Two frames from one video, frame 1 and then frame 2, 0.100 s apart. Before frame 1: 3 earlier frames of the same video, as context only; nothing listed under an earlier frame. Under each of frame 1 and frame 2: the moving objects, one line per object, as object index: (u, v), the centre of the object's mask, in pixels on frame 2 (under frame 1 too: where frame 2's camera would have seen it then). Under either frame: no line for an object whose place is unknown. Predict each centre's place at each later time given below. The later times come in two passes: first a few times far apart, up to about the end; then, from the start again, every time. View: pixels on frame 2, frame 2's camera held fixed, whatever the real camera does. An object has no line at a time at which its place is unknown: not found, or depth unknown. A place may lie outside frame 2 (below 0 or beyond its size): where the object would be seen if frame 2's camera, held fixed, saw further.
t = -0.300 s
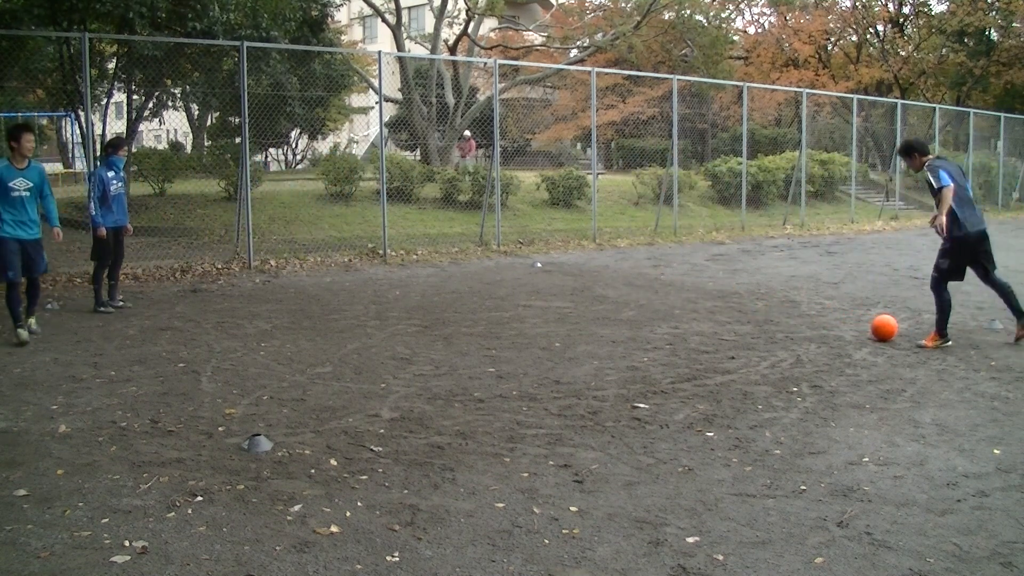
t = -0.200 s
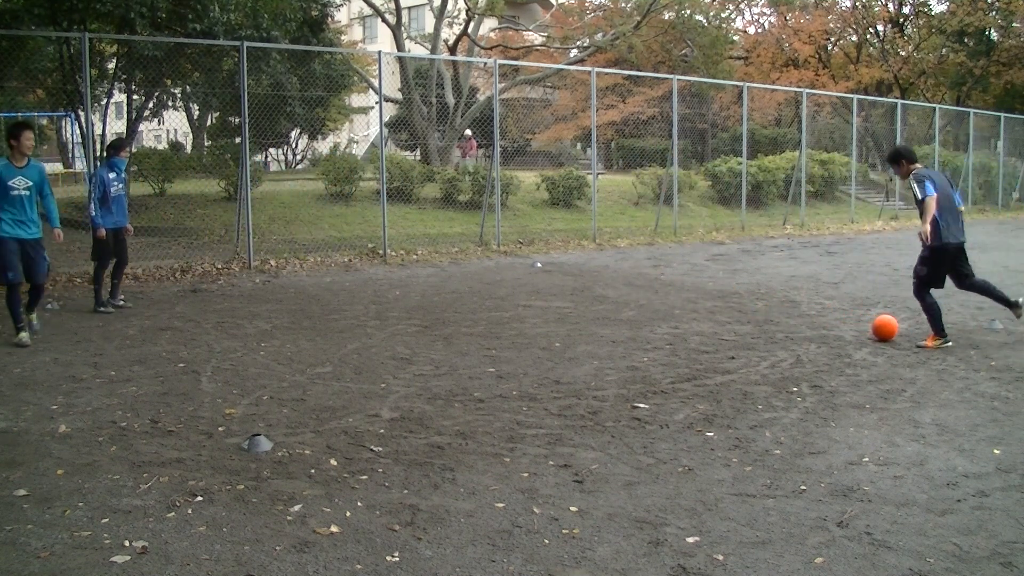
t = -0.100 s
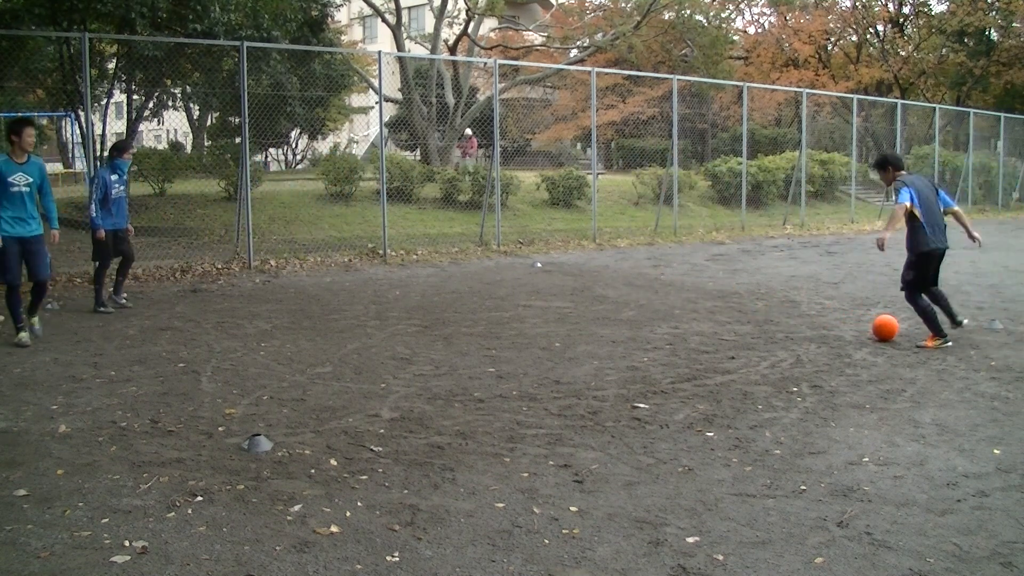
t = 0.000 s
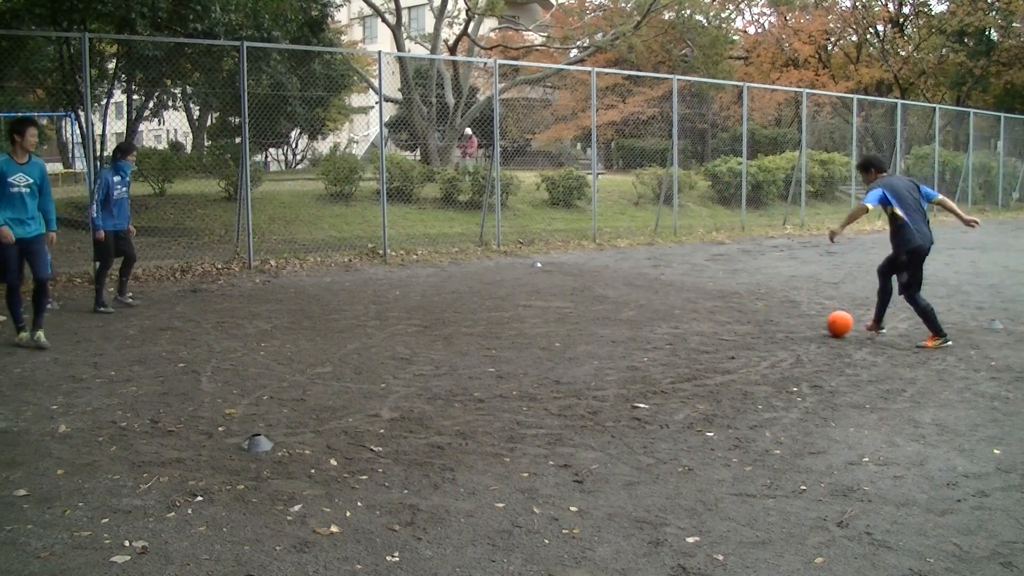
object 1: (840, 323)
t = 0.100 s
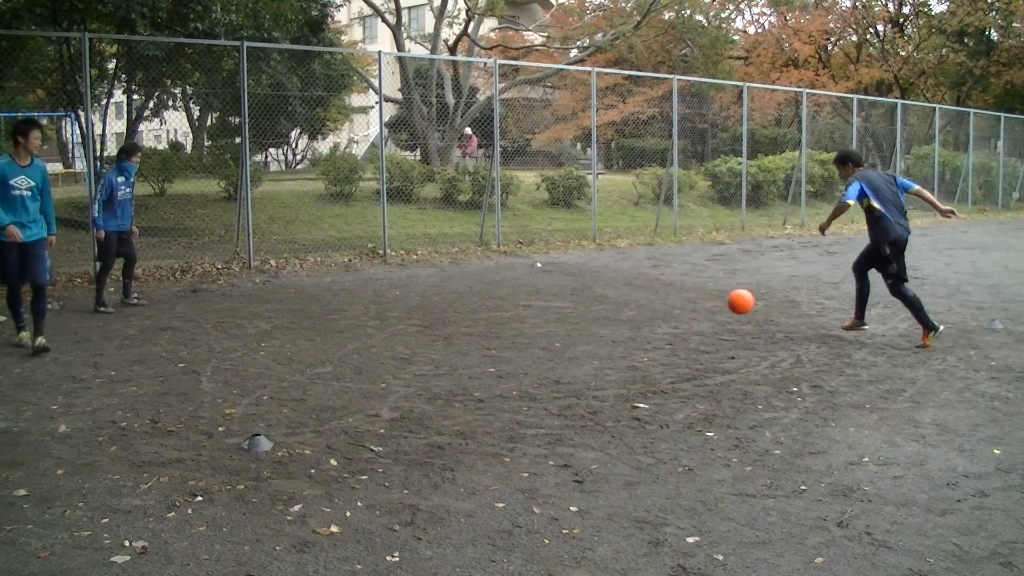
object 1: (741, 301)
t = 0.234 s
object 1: (613, 291)
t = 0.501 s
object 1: (402, 297)
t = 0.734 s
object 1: (273, 292)
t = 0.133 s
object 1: (708, 297)
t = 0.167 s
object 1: (676, 294)
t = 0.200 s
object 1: (644, 292)
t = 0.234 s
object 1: (613, 291)
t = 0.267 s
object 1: (582, 292)
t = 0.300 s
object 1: (552, 294)
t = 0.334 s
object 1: (522, 298)
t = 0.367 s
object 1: (493, 302)
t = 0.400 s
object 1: (465, 308)
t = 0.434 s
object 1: (443, 304)
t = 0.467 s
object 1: (422, 299)
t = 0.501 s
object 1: (402, 297)
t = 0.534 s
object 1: (382, 295)
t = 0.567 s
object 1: (363, 294)
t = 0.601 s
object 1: (344, 294)
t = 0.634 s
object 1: (325, 296)
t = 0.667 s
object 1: (307, 299)
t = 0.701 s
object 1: (290, 296)
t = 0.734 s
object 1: (273, 292)
